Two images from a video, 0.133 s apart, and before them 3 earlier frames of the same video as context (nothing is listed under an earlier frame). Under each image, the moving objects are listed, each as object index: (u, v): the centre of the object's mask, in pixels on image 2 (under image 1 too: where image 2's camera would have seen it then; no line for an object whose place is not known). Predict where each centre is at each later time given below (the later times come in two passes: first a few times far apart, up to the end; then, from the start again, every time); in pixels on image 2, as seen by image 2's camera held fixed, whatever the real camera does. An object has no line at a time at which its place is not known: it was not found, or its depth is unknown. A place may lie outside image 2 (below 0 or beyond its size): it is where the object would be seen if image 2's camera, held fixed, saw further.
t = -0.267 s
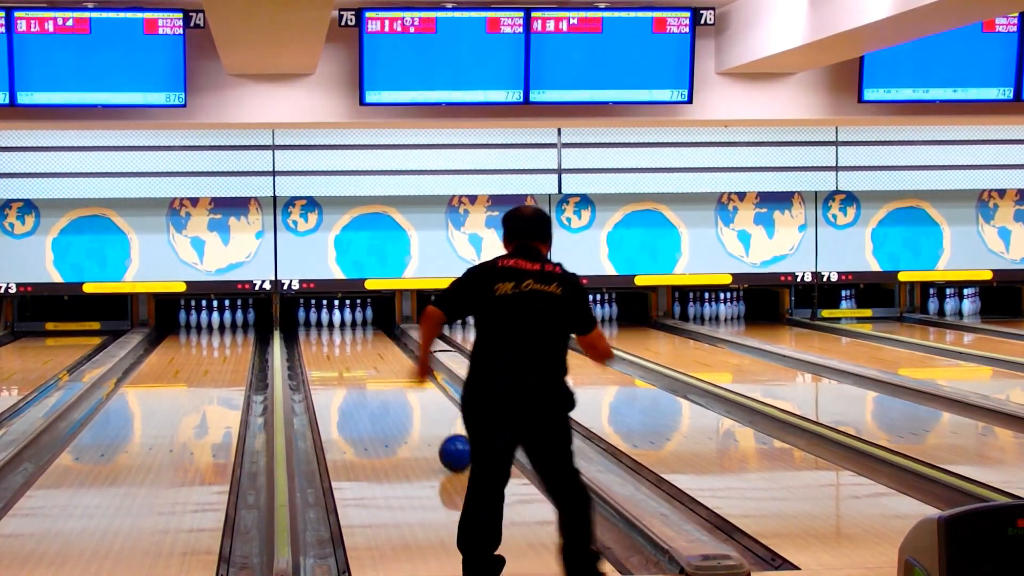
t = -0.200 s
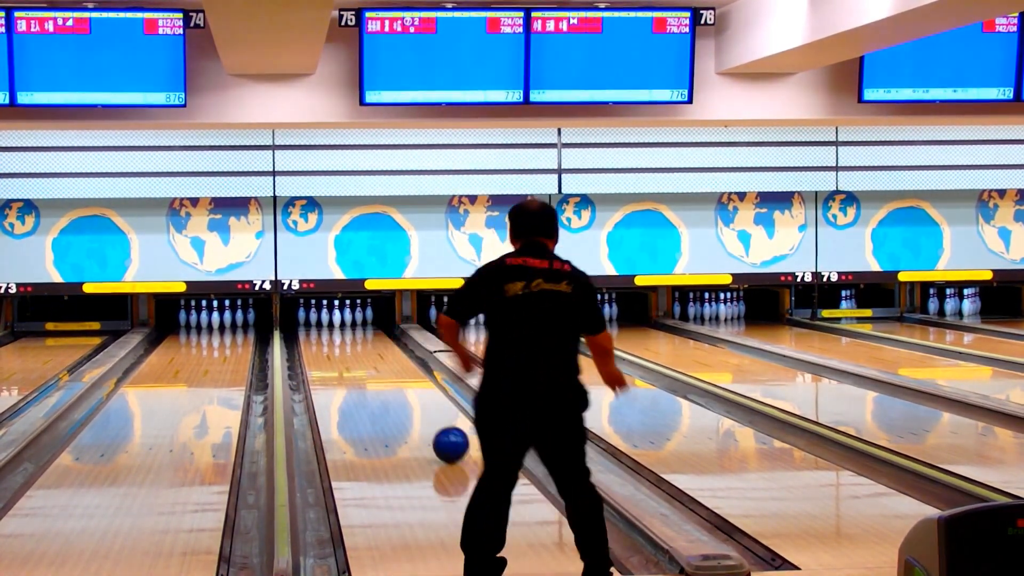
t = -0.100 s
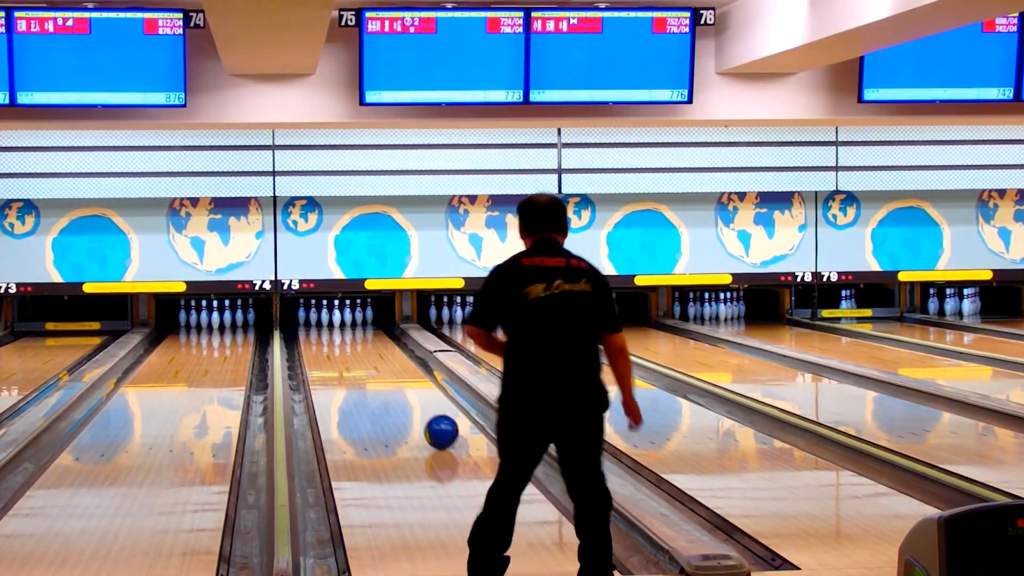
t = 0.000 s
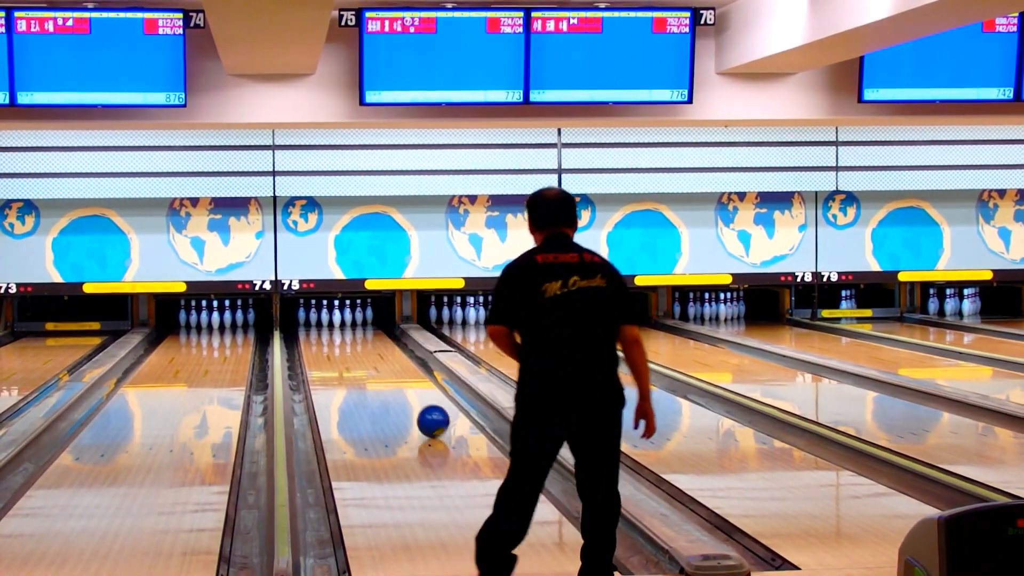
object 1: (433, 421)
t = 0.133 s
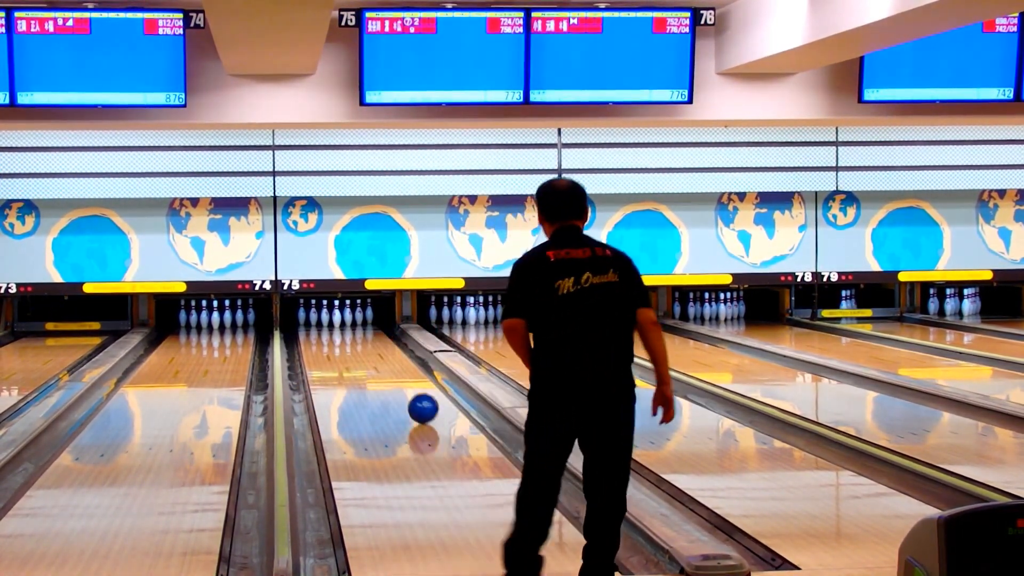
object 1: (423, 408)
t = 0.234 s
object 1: (416, 399)
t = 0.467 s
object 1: (402, 382)
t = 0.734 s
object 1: (389, 366)
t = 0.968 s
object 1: (380, 355)
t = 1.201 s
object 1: (370, 345)
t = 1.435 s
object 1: (362, 337)
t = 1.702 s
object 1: (352, 330)
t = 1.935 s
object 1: (342, 324)
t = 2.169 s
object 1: (330, 321)
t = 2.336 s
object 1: (317, 318)
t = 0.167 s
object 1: (421, 405)
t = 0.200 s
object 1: (418, 402)
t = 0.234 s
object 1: (416, 399)
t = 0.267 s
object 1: (414, 397)
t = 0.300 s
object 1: (412, 394)
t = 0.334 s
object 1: (410, 391)
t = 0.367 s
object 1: (408, 389)
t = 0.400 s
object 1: (406, 387)
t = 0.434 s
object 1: (404, 384)
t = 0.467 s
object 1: (402, 382)
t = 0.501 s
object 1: (400, 380)
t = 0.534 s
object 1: (399, 378)
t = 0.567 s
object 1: (397, 376)
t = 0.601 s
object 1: (395, 374)
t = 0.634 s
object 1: (394, 372)
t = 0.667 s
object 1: (392, 370)
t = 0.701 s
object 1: (391, 368)
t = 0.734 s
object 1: (389, 366)
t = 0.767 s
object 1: (388, 365)
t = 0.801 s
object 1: (386, 363)
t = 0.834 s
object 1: (385, 361)
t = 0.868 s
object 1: (383, 359)
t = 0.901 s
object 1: (382, 358)
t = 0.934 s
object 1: (381, 356)
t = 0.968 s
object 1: (380, 355)
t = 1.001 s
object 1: (378, 353)
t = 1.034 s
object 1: (377, 352)
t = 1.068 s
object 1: (376, 350)
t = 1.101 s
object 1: (375, 349)
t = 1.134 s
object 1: (373, 347)
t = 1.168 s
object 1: (372, 346)
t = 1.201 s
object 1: (370, 345)
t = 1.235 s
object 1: (369, 344)
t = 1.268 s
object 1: (369, 342)
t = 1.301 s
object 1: (367, 342)
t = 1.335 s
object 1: (367, 341)
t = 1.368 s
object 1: (365, 338)
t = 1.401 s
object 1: (363, 338)
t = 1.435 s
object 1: (362, 337)
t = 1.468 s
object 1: (362, 335)
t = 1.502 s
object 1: (360, 334)
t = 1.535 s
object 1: (359, 333)
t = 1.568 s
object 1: (358, 333)
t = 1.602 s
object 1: (356, 332)
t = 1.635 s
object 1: (354, 331)
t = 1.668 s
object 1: (353, 330)
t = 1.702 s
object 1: (352, 330)
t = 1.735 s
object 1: (351, 329)
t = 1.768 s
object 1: (350, 328)
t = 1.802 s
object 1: (348, 327)
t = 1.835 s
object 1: (347, 326)
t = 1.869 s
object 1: (346, 326)
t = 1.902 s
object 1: (343, 325)
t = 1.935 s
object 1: (342, 324)
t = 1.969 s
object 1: (340, 324)
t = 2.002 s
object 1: (339, 323)
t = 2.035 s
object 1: (338, 322)
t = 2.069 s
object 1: (335, 322)
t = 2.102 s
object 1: (334, 322)
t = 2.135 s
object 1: (332, 321)
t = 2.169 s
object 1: (330, 321)
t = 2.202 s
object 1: (328, 320)
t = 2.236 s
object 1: (326, 319)
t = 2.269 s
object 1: (323, 319)
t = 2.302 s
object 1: (320, 319)
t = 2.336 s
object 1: (317, 318)
